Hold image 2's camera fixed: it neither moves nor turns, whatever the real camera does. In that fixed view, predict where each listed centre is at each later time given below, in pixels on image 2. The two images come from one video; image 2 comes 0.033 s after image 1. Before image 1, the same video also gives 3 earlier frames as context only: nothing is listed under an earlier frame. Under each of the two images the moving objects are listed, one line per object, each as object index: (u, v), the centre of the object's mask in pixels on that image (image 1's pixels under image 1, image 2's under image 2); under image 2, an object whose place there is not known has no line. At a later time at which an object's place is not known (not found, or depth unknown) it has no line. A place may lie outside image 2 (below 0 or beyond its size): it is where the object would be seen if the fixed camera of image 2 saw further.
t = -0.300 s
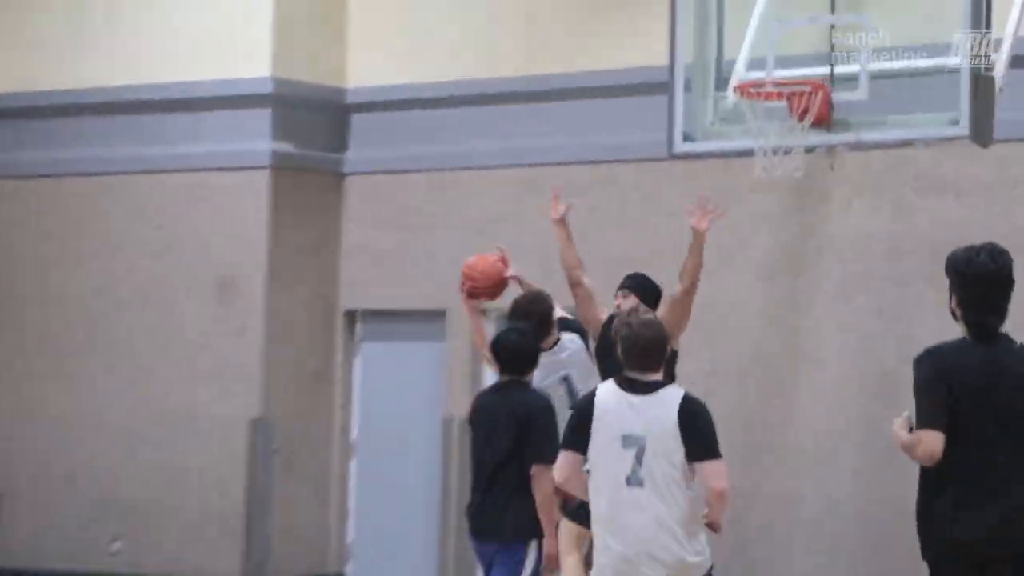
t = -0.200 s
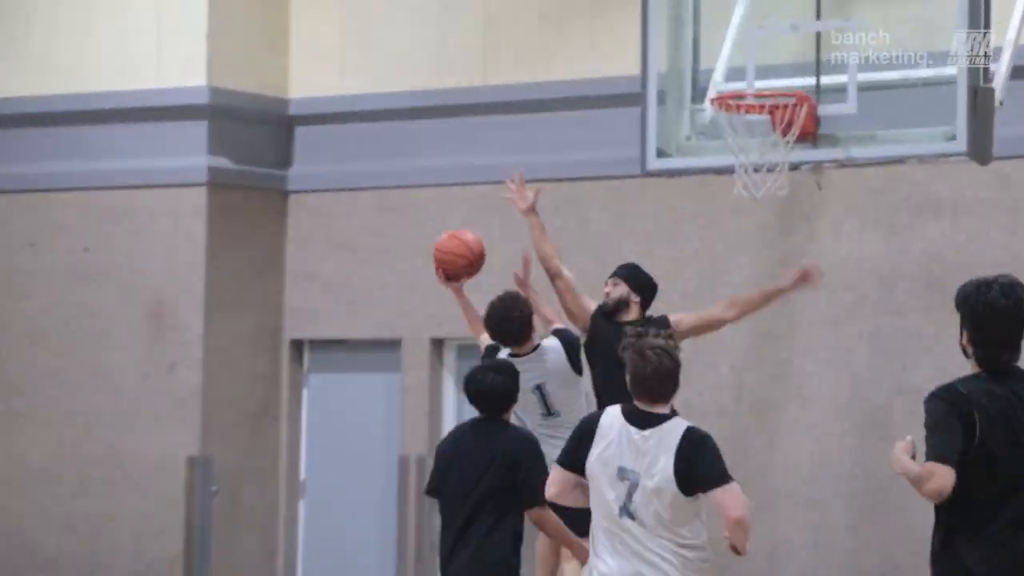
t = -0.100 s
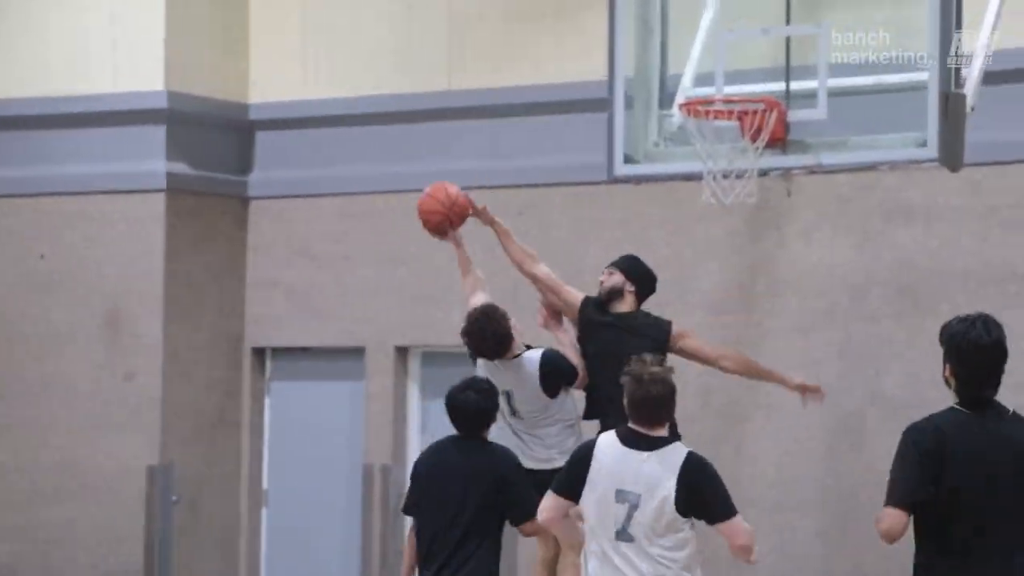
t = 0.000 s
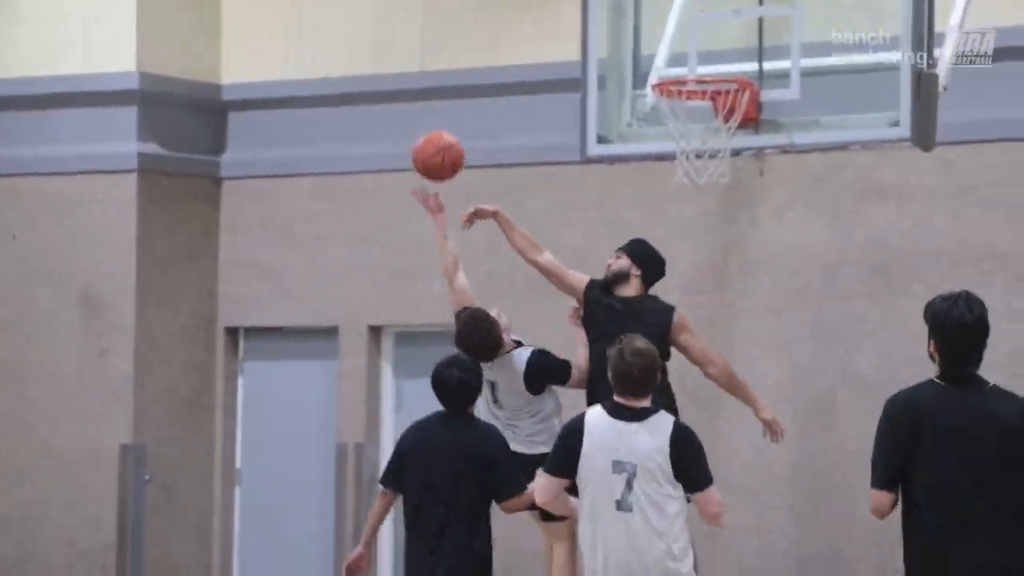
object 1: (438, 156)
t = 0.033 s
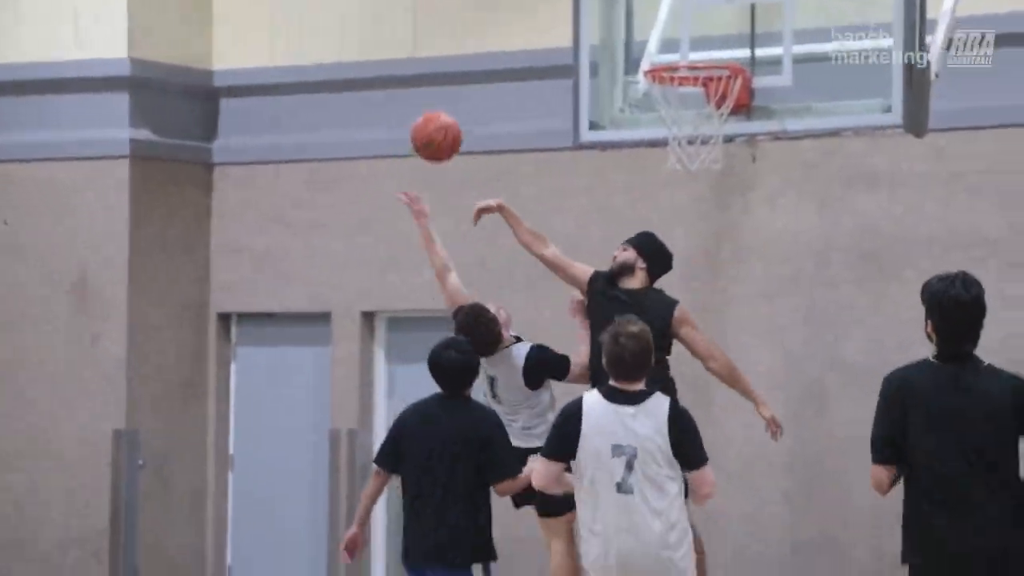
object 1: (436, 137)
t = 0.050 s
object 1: (438, 134)
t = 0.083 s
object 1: (445, 130)
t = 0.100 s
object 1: (448, 130)
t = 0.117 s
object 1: (450, 130)
